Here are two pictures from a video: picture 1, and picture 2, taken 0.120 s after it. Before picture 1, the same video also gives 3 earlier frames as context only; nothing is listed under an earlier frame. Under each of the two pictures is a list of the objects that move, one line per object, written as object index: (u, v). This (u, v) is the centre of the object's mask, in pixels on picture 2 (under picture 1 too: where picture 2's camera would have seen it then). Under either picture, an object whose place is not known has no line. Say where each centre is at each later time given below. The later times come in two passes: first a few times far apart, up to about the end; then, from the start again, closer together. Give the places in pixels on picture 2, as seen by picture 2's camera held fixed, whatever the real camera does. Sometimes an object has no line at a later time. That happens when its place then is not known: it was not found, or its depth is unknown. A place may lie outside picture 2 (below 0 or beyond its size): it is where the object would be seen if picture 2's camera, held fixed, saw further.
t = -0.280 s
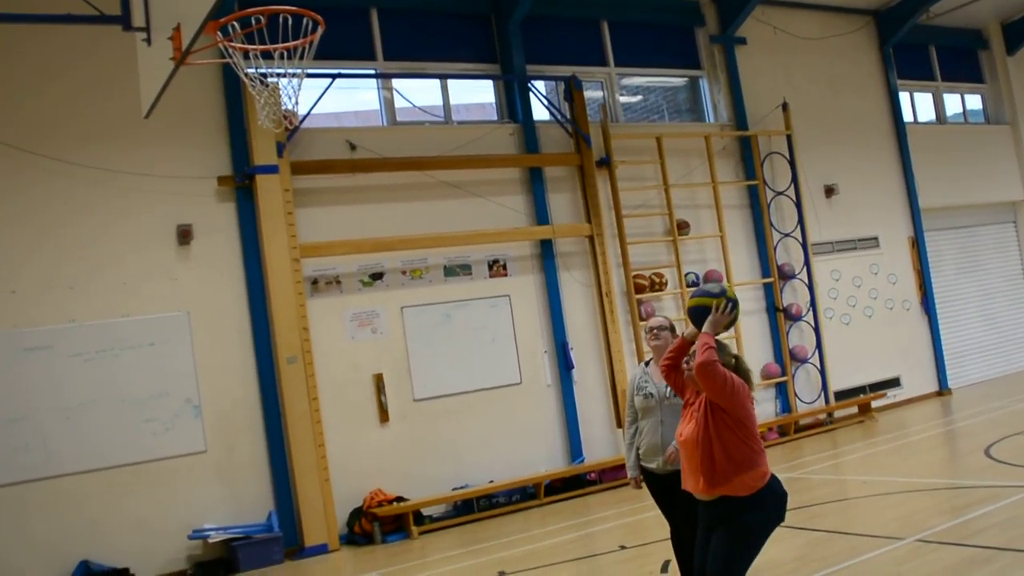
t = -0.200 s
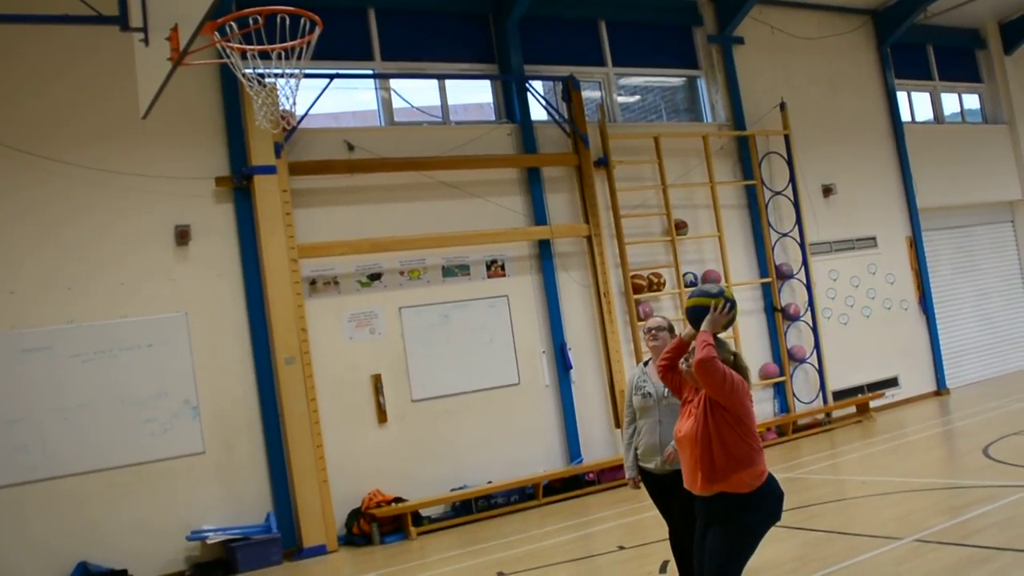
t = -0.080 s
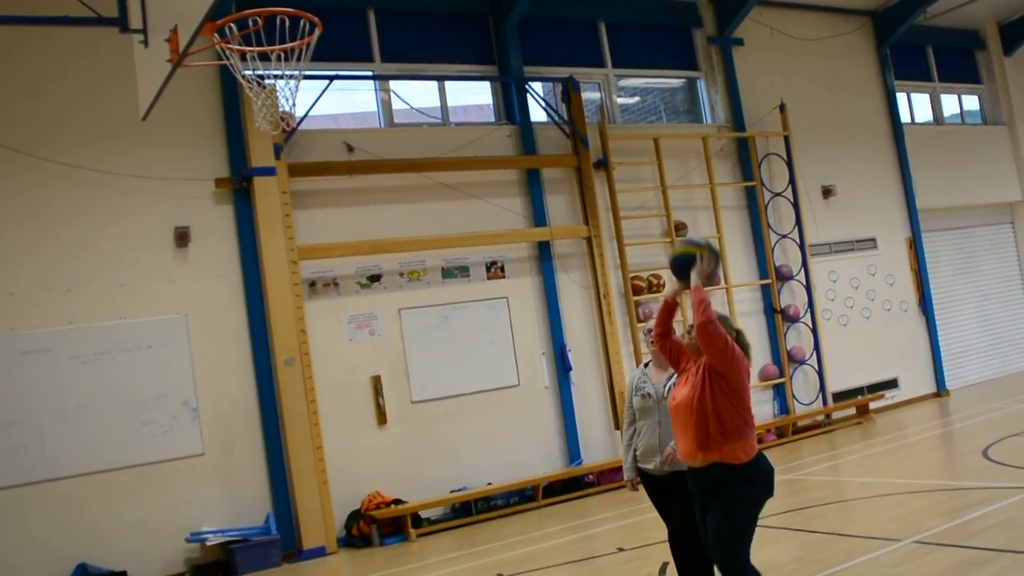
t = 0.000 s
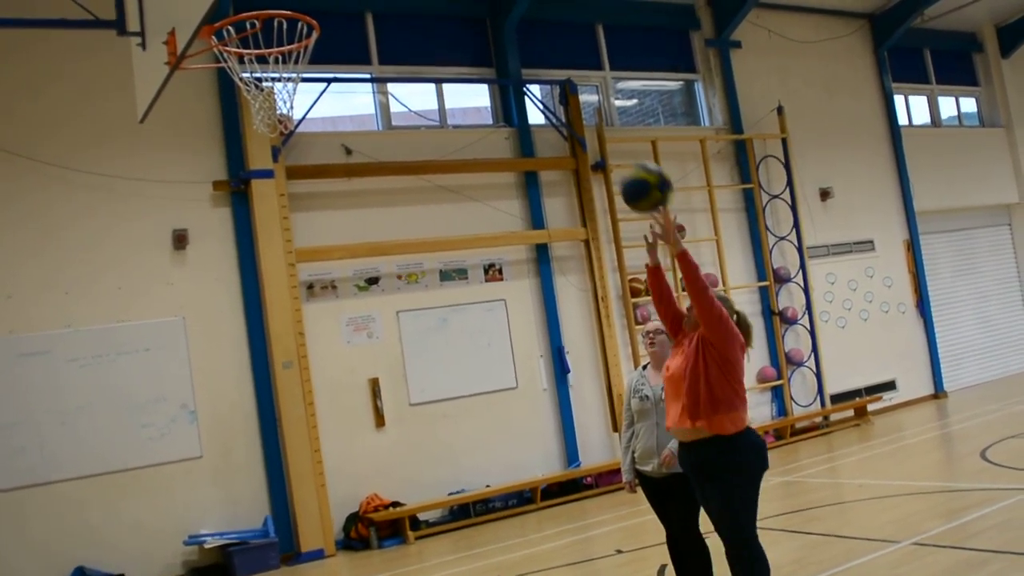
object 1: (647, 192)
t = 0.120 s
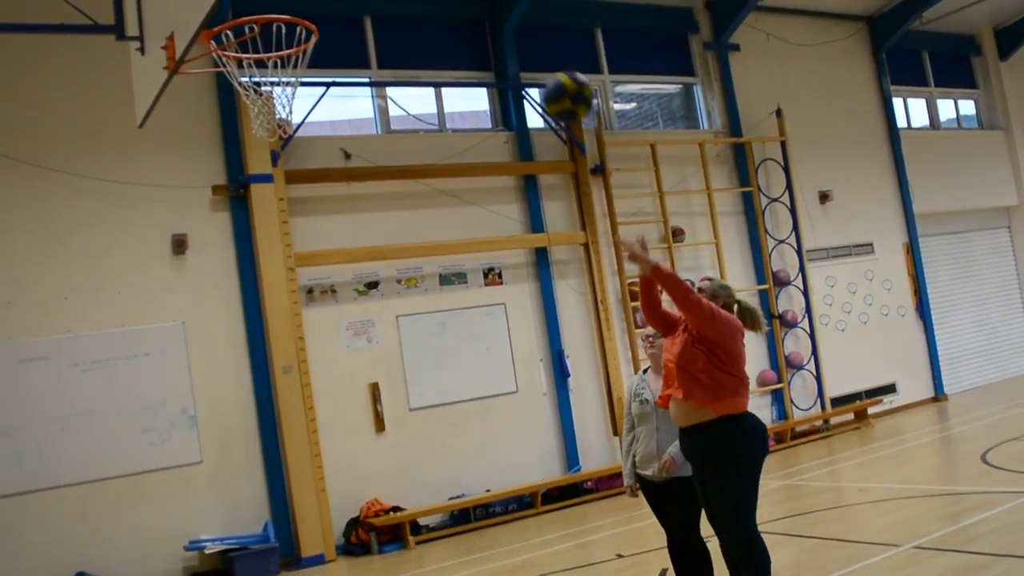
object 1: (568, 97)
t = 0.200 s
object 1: (519, 49)
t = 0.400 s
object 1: (403, -4)
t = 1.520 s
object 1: (449, 534)
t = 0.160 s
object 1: (543, 71)
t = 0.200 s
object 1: (519, 49)
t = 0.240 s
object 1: (495, 31)
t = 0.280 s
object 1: (471, 16)
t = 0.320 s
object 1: (448, 7)
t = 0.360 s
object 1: (426, 1)
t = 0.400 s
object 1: (403, -4)
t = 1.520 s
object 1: (449, 534)
